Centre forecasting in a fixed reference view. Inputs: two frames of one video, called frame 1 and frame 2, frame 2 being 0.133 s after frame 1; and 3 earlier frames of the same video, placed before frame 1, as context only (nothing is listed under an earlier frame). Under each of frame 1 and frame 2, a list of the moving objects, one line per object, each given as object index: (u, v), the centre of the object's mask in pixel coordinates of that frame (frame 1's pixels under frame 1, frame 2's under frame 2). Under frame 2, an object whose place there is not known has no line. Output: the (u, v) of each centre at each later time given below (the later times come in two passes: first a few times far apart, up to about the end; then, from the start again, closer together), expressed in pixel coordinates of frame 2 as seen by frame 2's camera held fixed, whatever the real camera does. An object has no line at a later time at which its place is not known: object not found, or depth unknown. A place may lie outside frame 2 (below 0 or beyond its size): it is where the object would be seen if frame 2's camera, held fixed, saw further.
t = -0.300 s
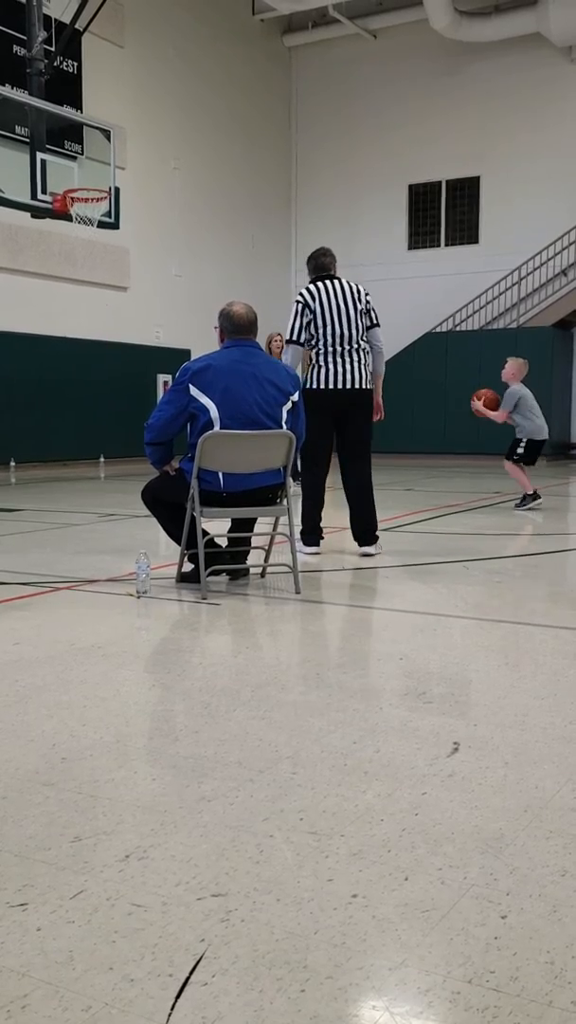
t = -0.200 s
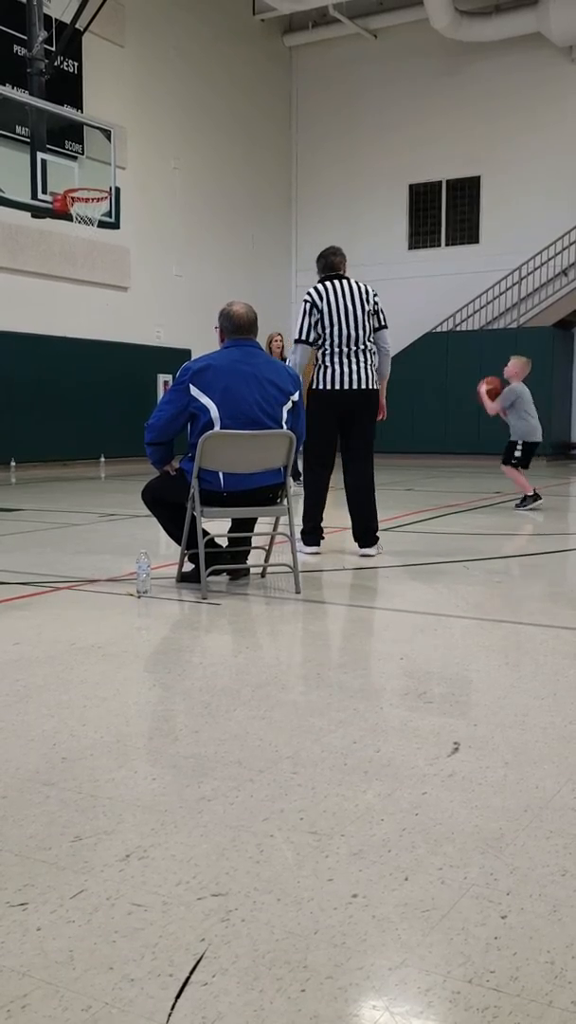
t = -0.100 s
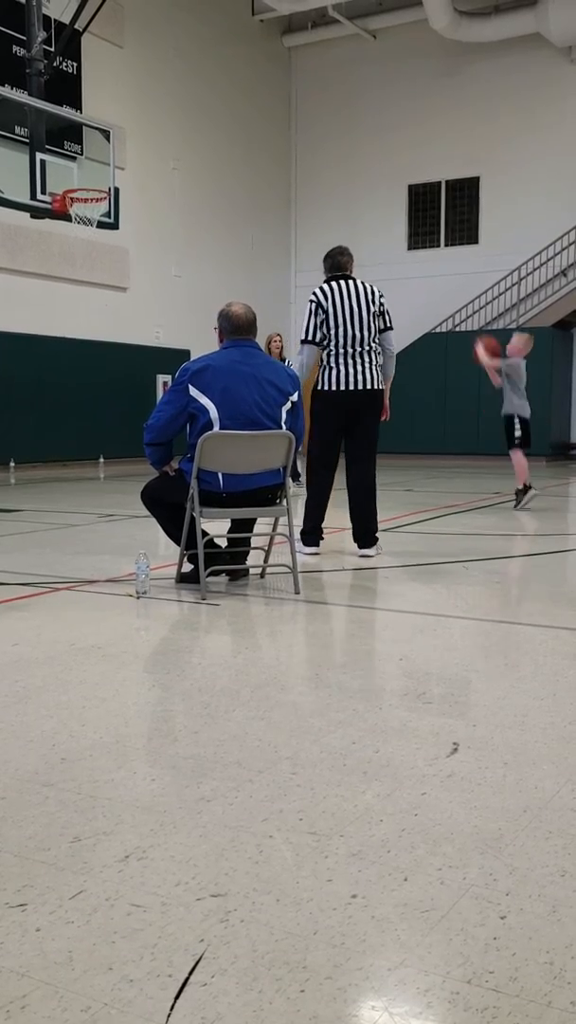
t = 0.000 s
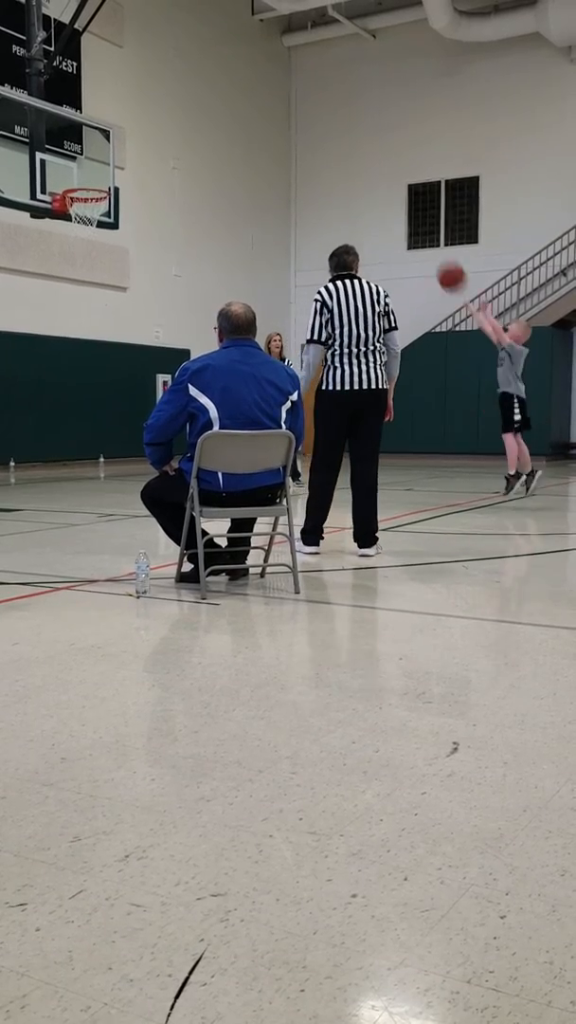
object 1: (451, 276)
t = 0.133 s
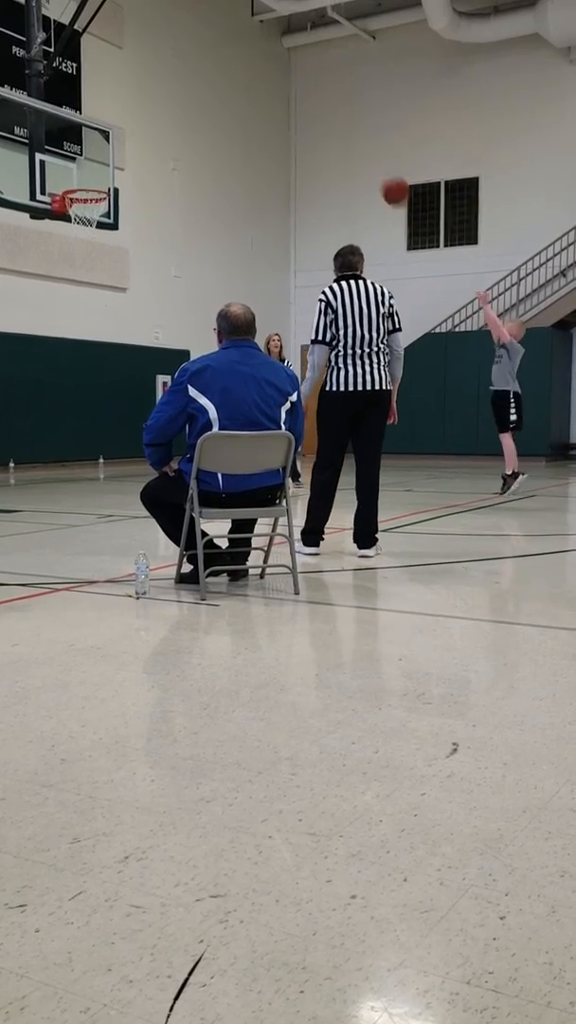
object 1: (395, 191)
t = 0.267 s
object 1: (342, 129)
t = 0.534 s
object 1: (241, 71)
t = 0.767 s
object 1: (160, 86)
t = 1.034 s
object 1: (77, 169)
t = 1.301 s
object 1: (102, 138)
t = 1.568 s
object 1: (140, 147)
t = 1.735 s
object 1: (162, 185)
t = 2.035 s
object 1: (200, 306)
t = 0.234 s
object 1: (355, 143)
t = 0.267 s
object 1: (342, 129)
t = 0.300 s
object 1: (328, 117)
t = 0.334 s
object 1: (316, 106)
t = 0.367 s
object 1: (303, 96)
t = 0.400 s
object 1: (290, 89)
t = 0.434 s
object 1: (278, 82)
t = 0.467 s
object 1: (265, 77)
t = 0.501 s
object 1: (253, 74)
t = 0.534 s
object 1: (241, 71)
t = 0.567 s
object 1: (229, 69)
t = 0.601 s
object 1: (217, 69)
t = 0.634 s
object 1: (206, 71)
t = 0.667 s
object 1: (194, 73)
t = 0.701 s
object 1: (182, 76)
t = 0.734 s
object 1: (171, 81)
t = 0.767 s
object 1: (160, 86)
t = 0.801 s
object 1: (149, 93)
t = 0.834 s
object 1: (138, 101)
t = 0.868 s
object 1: (128, 109)
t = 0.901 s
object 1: (117, 119)
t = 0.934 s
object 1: (108, 130)
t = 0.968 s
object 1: (98, 142)
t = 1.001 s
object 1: (87, 155)
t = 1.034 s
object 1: (77, 169)
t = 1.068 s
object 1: (68, 183)
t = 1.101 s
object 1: (71, 176)
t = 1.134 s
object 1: (77, 167)
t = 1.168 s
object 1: (82, 158)
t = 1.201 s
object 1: (87, 152)
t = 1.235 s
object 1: (92, 146)
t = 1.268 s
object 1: (97, 141)
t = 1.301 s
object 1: (102, 138)
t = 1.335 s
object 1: (107, 135)
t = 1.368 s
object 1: (112, 134)
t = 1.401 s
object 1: (116, 134)
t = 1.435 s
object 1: (121, 134)
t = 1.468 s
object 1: (126, 136)
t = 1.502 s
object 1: (131, 139)
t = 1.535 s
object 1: (135, 142)
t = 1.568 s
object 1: (140, 147)
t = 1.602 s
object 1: (145, 153)
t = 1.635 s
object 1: (149, 159)
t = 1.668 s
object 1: (154, 167)
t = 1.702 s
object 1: (158, 176)
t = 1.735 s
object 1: (162, 185)
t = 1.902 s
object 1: (184, 245)
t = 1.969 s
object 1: (192, 274)
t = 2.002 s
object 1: (196, 290)
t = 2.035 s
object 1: (200, 306)
